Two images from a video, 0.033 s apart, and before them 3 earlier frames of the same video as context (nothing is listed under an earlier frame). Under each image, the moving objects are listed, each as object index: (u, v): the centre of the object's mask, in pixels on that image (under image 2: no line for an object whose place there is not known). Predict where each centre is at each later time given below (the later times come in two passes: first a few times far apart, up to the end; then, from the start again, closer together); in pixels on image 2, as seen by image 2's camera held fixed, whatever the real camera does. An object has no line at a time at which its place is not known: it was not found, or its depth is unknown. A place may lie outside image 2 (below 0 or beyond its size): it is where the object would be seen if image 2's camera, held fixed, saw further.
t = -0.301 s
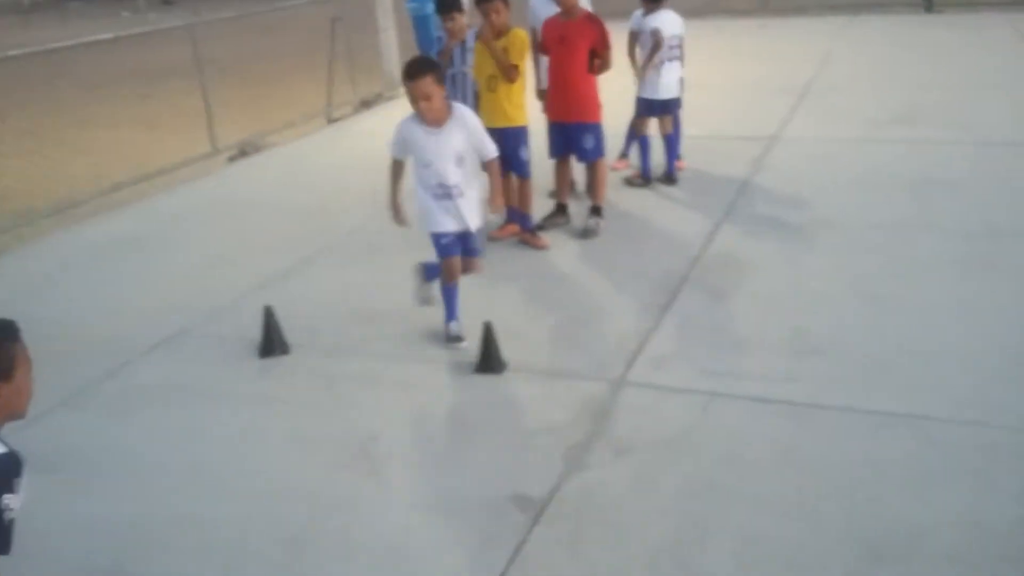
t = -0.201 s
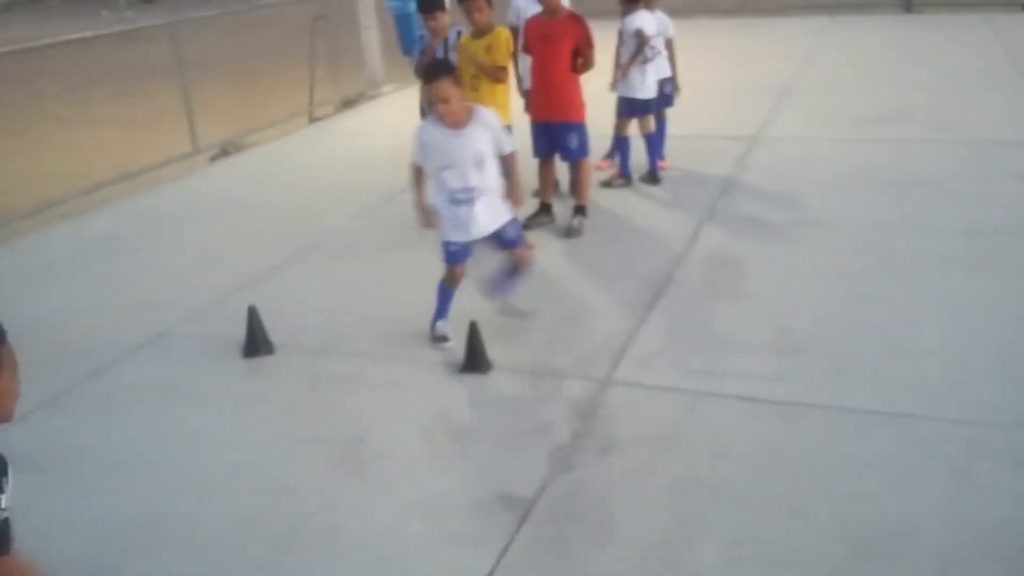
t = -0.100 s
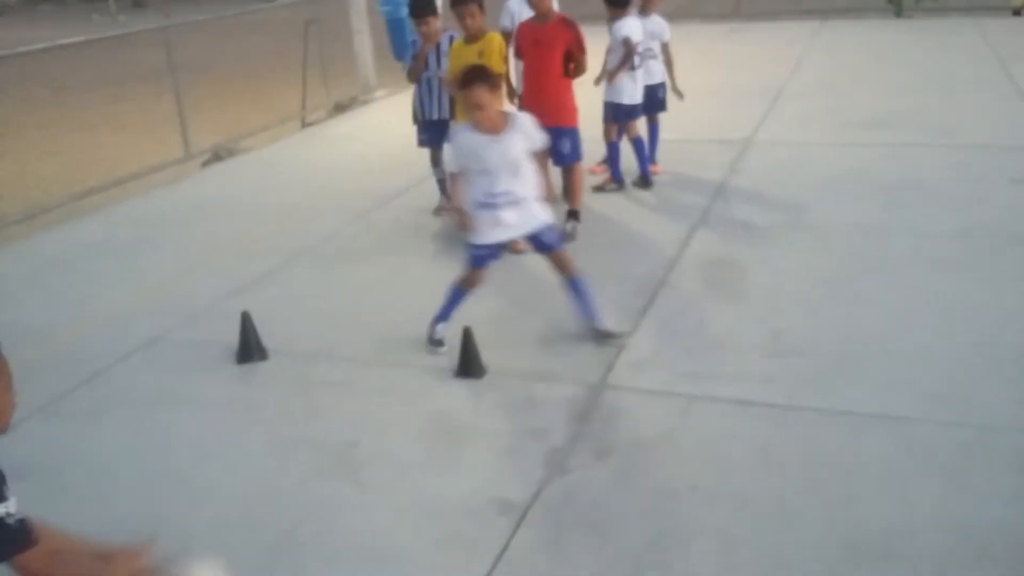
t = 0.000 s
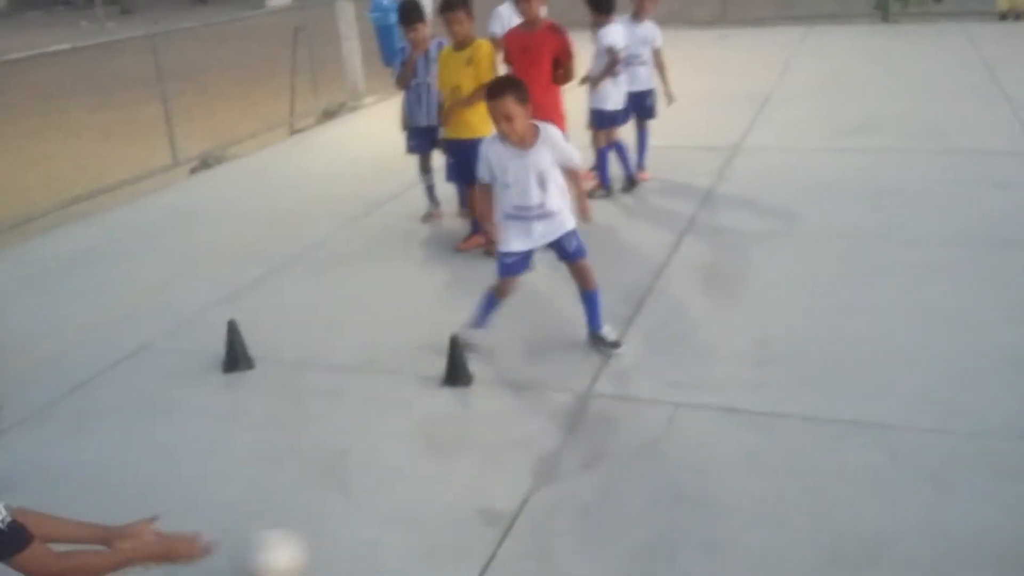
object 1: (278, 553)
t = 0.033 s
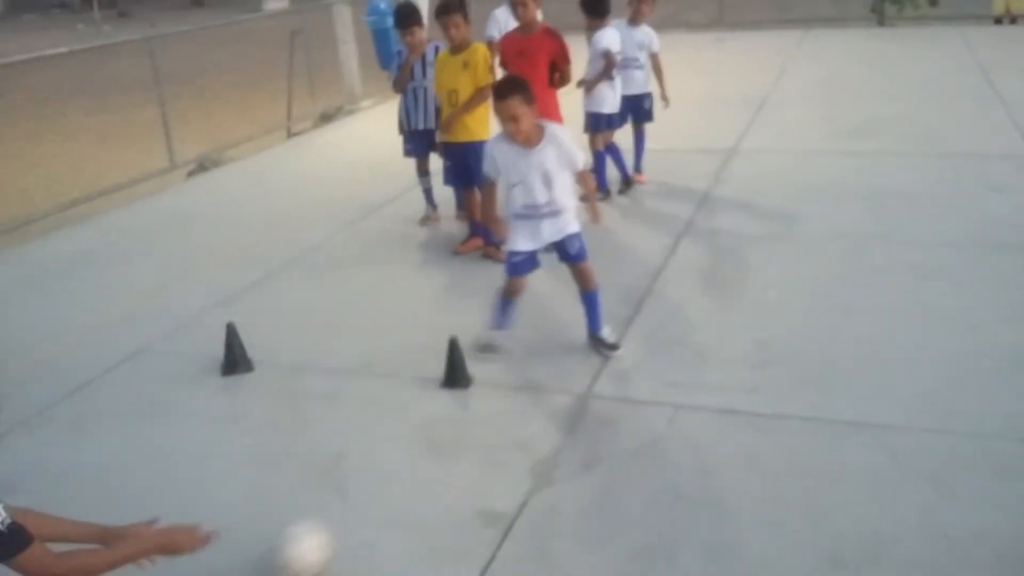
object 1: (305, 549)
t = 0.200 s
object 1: (403, 499)
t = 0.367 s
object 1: (479, 459)
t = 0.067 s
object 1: (326, 537)
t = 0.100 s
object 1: (345, 526)
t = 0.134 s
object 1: (366, 518)
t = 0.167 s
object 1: (383, 509)
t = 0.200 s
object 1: (403, 499)
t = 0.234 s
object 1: (417, 491)
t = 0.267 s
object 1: (429, 483)
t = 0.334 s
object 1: (464, 468)
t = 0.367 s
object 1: (479, 459)
